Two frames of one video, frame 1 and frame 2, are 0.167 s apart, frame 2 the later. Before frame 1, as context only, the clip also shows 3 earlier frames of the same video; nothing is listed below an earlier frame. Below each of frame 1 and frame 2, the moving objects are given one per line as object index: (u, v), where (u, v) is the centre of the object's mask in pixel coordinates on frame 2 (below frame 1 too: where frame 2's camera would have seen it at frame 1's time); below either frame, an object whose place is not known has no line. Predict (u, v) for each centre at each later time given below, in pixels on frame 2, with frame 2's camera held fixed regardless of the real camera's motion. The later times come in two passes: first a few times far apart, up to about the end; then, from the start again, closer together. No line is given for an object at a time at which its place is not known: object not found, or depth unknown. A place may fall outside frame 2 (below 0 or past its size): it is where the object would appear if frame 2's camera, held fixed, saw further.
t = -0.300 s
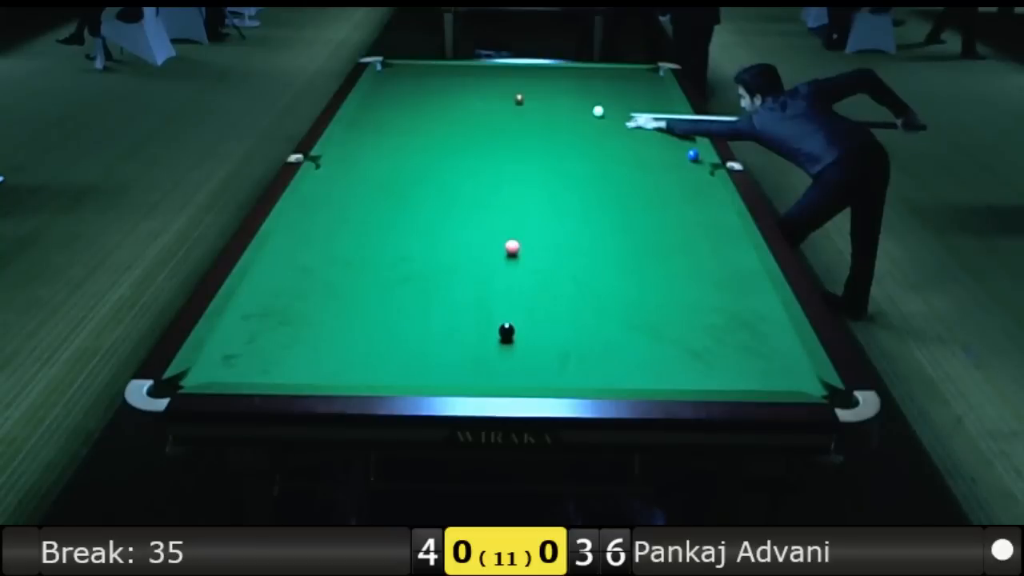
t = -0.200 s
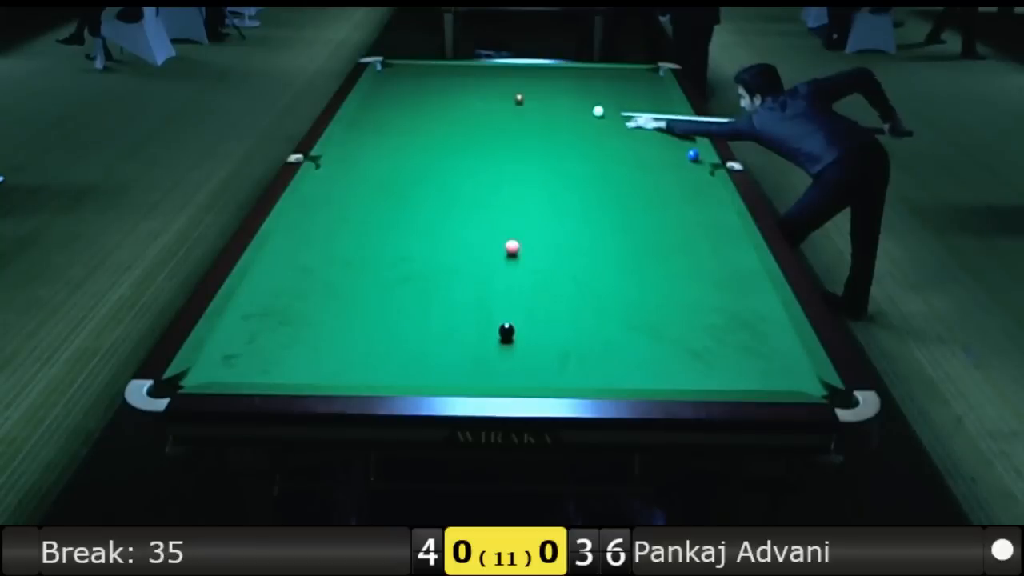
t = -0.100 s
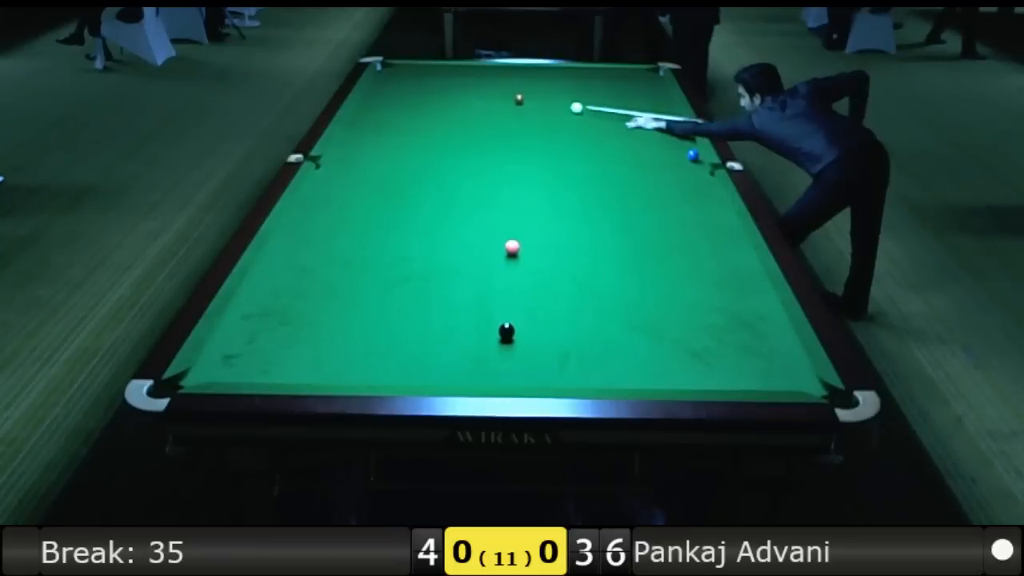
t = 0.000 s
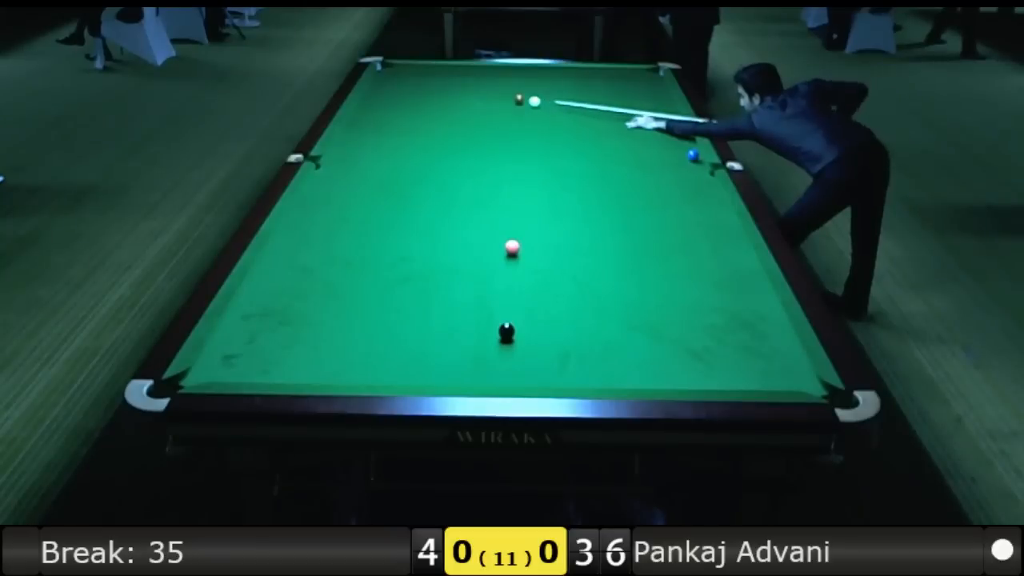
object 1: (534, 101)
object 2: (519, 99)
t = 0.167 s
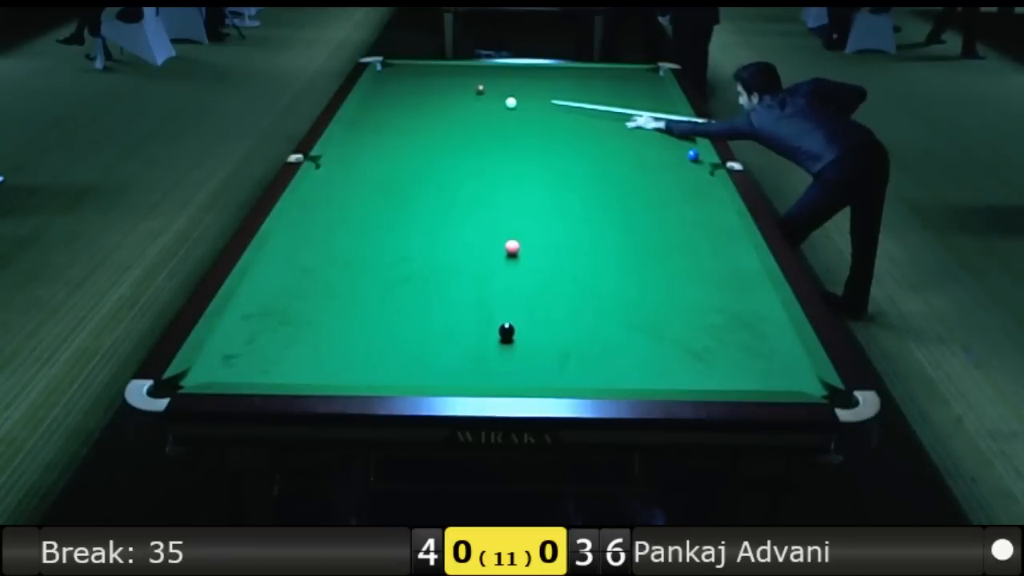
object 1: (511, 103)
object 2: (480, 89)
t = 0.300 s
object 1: (491, 103)
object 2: (452, 82)
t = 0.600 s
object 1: (445, 104)
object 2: (400, 69)
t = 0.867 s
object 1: (404, 105)
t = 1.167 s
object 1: (360, 105)
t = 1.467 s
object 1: (387, 108)
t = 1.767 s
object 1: (415, 111)
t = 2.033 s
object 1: (439, 113)
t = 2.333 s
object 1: (465, 116)
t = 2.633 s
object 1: (490, 118)
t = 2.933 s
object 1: (514, 120)
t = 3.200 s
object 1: (537, 123)
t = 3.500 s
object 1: (556, 125)
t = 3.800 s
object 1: (577, 127)
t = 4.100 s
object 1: (596, 129)
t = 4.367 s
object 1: (612, 131)
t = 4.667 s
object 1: (629, 132)
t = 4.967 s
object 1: (644, 134)
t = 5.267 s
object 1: (657, 136)
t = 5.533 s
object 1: (668, 137)
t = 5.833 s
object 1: (679, 138)
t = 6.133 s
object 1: (688, 139)
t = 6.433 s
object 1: (687, 139)
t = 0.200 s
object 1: (506, 103)
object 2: (472, 87)
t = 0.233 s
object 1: (501, 103)
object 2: (465, 86)
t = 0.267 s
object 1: (496, 103)
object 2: (458, 84)
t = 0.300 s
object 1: (491, 103)
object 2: (452, 82)
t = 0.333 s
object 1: (486, 103)
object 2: (445, 81)
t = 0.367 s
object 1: (481, 103)
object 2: (440, 79)
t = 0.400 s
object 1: (475, 103)
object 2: (434, 78)
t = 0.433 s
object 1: (470, 103)
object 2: (428, 76)
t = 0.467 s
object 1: (465, 103)
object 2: (423, 74)
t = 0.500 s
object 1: (460, 104)
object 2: (417, 73)
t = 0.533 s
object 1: (455, 104)
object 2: (411, 72)
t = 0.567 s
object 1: (450, 104)
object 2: (406, 71)
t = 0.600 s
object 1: (445, 104)
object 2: (400, 69)
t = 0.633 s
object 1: (440, 104)
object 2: (395, 68)
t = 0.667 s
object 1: (435, 104)
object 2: (390, 67)
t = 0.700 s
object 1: (429, 104)
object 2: (386, 65)
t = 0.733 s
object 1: (424, 104)
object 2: (381, 63)
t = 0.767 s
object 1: (419, 104)
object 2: (378, 66)
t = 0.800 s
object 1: (414, 104)
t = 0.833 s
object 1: (409, 104)
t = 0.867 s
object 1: (404, 105)
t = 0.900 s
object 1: (399, 105)
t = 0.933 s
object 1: (394, 105)
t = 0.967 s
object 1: (389, 105)
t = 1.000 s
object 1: (385, 105)
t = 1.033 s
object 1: (380, 105)
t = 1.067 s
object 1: (375, 105)
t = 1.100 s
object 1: (370, 105)
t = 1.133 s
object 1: (365, 105)
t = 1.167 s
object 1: (360, 105)
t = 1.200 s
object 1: (360, 105)
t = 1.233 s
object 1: (364, 106)
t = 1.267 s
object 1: (367, 106)
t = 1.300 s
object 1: (371, 106)
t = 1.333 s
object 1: (374, 107)
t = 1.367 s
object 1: (377, 107)
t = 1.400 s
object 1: (380, 107)
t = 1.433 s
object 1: (383, 108)
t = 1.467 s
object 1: (387, 108)
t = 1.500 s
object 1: (390, 108)
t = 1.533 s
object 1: (393, 109)
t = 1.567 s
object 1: (396, 109)
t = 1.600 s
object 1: (399, 109)
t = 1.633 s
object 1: (402, 110)
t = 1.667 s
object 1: (405, 110)
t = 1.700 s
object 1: (408, 110)
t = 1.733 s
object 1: (411, 111)
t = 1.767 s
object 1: (415, 111)
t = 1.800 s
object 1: (418, 111)
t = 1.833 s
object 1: (421, 111)
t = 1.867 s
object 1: (424, 112)
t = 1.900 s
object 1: (427, 112)
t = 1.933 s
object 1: (430, 112)
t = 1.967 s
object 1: (433, 113)
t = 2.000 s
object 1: (436, 113)
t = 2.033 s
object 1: (439, 113)
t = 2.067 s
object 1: (442, 113)
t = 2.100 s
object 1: (444, 114)
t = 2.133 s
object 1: (448, 114)
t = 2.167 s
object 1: (450, 114)
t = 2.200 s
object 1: (453, 115)
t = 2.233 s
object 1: (456, 115)
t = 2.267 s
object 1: (459, 115)
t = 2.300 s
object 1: (462, 115)
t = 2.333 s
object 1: (465, 116)
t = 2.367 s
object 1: (468, 116)
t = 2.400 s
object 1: (471, 116)
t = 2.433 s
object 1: (473, 117)
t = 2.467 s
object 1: (476, 117)
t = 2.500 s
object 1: (479, 117)
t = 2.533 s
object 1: (482, 117)
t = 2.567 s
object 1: (485, 118)
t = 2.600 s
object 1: (487, 118)
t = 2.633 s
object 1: (490, 118)
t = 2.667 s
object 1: (493, 118)
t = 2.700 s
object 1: (495, 119)
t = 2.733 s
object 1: (498, 119)
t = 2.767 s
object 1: (501, 119)
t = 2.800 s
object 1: (504, 119)
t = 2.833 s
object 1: (506, 120)
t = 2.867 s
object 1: (509, 120)
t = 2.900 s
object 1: (511, 120)
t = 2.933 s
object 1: (514, 120)
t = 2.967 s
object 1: (517, 121)
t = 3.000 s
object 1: (519, 121)
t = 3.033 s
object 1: (522, 121)
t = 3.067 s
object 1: (524, 122)
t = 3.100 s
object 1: (527, 122)
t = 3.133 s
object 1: (529, 122)
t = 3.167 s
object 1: (532, 122)
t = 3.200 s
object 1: (537, 123)
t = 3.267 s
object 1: (539, 123)
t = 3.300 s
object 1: (542, 123)
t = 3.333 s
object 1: (544, 123)
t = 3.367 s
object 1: (547, 124)
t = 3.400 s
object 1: (549, 124)
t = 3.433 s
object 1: (552, 124)
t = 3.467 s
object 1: (554, 125)
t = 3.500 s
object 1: (556, 125)
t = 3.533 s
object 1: (559, 125)
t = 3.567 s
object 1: (561, 125)
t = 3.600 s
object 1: (563, 126)
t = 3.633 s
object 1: (566, 126)
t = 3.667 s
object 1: (568, 126)
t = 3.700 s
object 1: (570, 126)
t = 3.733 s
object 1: (572, 126)
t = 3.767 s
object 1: (575, 127)
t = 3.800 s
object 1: (577, 127)
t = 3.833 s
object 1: (579, 127)
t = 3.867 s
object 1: (581, 127)
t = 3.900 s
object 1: (583, 128)
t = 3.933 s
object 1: (585, 128)
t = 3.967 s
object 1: (588, 128)
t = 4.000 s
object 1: (590, 128)
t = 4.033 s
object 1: (592, 129)
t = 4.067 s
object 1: (594, 129)
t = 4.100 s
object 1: (596, 129)
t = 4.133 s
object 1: (598, 129)
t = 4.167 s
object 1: (600, 130)
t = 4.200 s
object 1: (602, 130)
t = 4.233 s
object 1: (604, 130)
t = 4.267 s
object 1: (606, 130)
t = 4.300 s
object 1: (608, 130)
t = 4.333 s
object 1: (610, 131)
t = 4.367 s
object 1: (612, 131)
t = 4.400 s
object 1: (614, 131)
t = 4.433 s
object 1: (616, 131)
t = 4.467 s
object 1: (618, 131)
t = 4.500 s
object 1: (620, 131)
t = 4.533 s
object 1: (621, 132)
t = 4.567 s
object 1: (623, 132)
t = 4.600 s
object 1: (625, 132)
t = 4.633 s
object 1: (627, 132)
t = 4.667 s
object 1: (629, 132)
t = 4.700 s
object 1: (630, 133)
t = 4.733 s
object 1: (632, 133)
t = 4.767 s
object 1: (634, 133)
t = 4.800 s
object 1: (636, 133)
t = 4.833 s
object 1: (637, 134)
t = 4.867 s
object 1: (639, 134)
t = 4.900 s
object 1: (640, 134)
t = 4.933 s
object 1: (642, 134)
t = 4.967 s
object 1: (644, 134)
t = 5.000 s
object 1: (645, 134)
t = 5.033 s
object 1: (647, 135)
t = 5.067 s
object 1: (648, 135)
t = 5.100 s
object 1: (650, 135)
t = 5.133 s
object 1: (652, 135)
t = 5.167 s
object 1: (653, 135)
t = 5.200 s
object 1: (655, 135)
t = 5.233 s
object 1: (656, 135)
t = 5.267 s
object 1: (657, 136)
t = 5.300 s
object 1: (659, 136)
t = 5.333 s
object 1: (660, 136)
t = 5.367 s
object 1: (662, 136)
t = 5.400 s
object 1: (663, 136)
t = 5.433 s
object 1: (664, 137)
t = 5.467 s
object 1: (665, 137)
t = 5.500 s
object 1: (667, 137)
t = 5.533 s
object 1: (668, 137)
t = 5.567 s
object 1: (669, 137)
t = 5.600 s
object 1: (671, 137)
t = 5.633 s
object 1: (672, 137)
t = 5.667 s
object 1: (673, 137)
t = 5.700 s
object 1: (674, 137)
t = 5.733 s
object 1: (675, 138)
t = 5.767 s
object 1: (677, 138)
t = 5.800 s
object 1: (678, 138)
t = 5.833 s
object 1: (679, 138)
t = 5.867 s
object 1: (680, 138)
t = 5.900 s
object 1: (681, 138)
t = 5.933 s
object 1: (682, 138)
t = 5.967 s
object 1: (683, 138)
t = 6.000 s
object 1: (684, 138)
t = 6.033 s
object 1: (685, 139)
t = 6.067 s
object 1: (686, 139)
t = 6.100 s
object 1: (687, 139)
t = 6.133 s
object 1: (688, 139)
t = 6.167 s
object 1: (688, 139)
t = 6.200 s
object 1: (689, 139)
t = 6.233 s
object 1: (690, 139)
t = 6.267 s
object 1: (689, 139)
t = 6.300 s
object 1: (689, 139)
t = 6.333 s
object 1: (688, 139)
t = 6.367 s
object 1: (688, 139)
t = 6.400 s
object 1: (687, 139)
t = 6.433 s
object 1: (687, 139)
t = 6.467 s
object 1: (687, 139)
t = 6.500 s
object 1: (686, 139)
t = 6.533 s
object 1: (686, 140)
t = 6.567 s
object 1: (685, 140)
